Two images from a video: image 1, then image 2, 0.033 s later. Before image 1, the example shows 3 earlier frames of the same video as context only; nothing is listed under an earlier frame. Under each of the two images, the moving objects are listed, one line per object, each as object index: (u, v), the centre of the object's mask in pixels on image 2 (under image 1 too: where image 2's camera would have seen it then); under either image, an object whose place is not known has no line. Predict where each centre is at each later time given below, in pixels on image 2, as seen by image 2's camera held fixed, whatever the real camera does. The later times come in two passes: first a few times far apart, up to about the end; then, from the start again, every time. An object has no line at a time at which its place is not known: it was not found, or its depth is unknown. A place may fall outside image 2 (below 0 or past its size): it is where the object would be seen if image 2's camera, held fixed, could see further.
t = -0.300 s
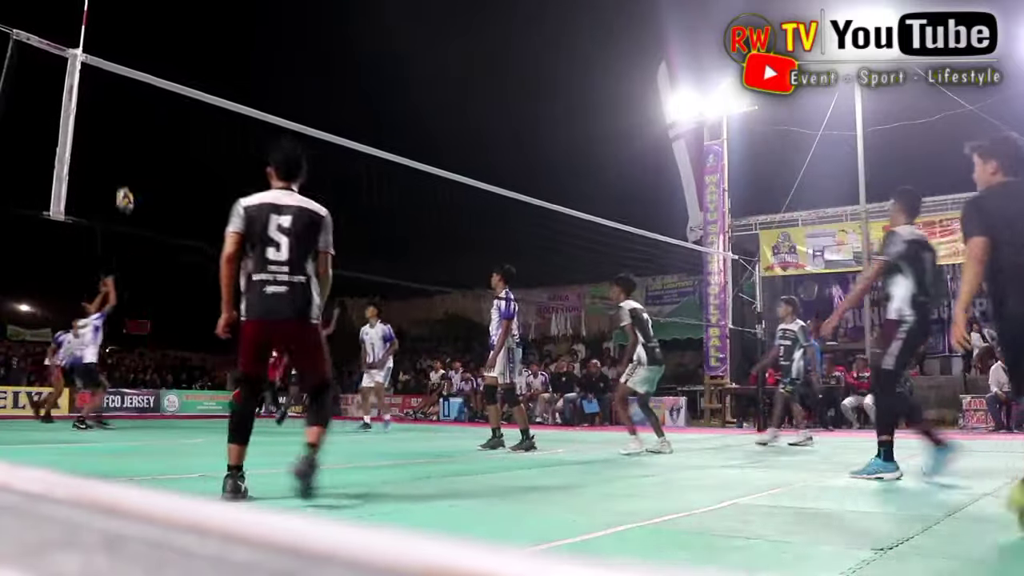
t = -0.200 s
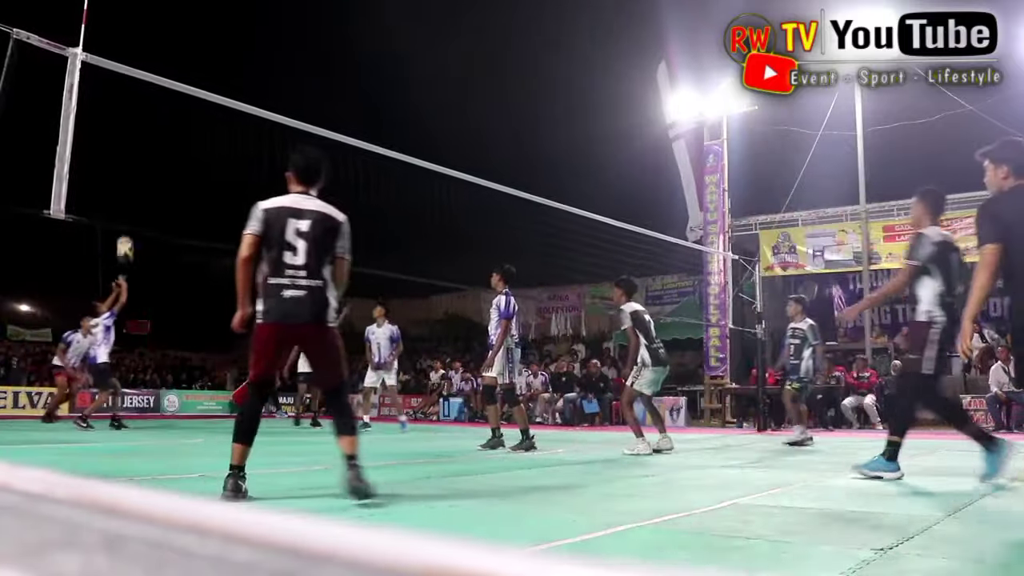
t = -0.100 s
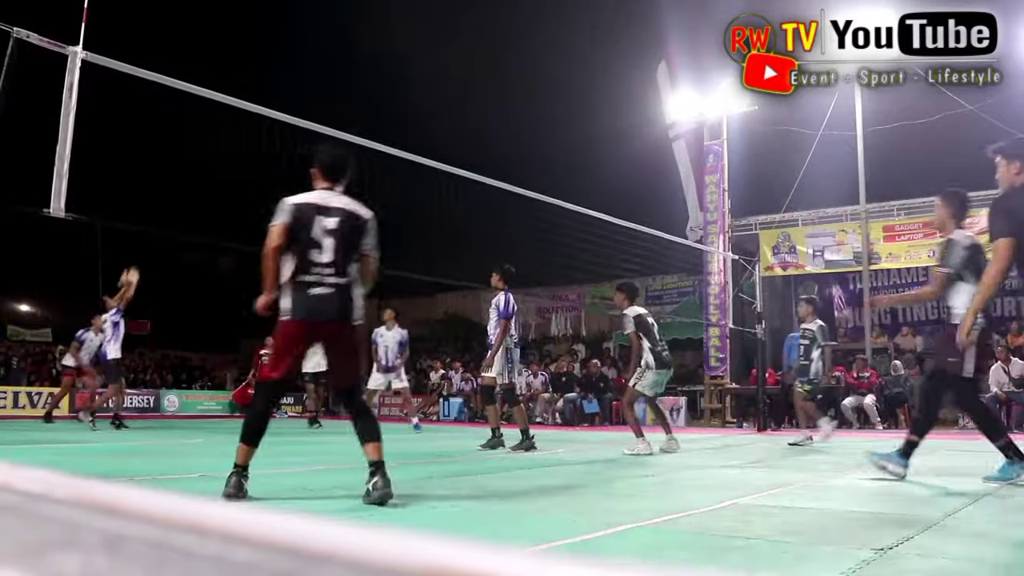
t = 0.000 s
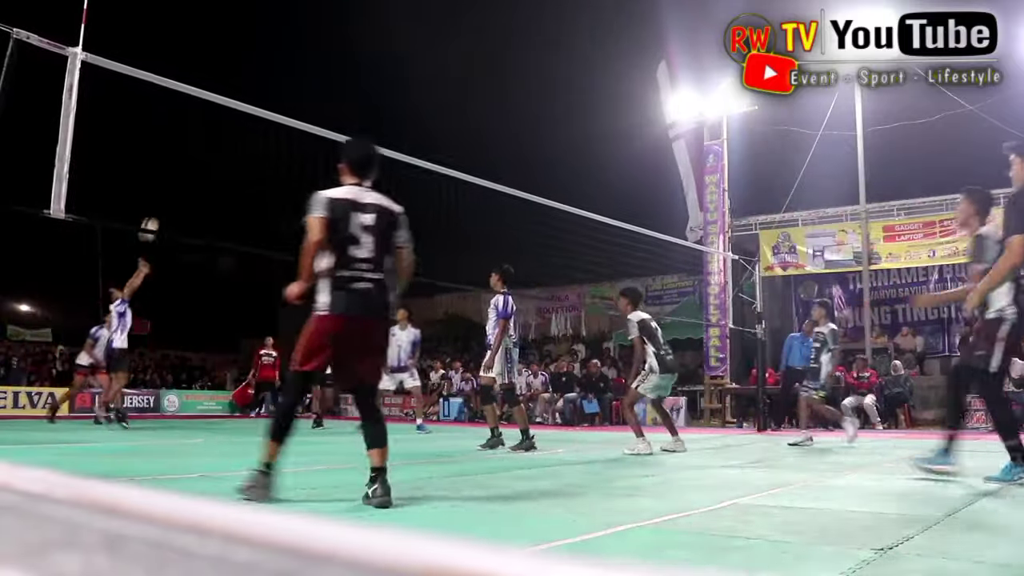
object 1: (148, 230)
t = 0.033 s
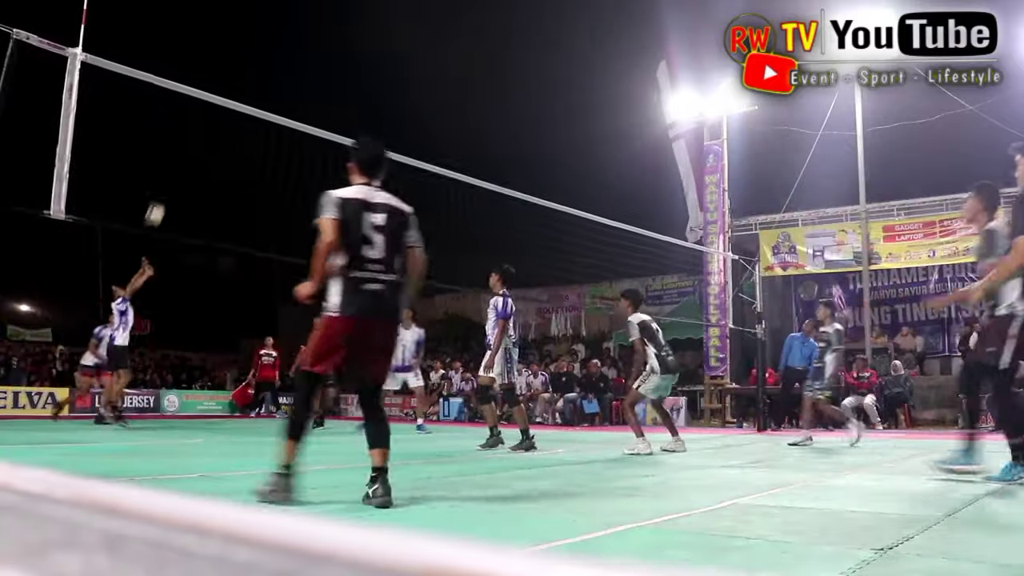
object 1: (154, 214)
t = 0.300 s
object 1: (201, 127)
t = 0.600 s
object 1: (246, 95)
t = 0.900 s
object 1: (285, 131)
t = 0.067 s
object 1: (160, 200)
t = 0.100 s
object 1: (166, 187)
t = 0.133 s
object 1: (172, 175)
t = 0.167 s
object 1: (178, 163)
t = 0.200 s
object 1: (184, 153)
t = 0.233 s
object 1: (189, 143)
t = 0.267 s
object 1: (195, 135)
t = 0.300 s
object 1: (201, 127)
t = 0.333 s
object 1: (206, 120)
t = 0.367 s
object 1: (211, 114)
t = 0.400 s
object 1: (216, 110)
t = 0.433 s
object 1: (219, 108)
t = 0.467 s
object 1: (229, 97)
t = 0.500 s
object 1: (232, 96)
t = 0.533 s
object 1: (237, 95)
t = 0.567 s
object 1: (242, 95)
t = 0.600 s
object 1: (246, 95)
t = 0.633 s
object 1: (251, 95)
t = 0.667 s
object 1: (255, 97)
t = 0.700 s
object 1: (259, 98)
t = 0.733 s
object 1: (264, 101)
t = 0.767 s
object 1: (268, 104)
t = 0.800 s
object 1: (273, 107)
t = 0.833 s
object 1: (277, 111)
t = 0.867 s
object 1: (280, 121)
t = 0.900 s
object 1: (285, 131)
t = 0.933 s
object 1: (289, 137)
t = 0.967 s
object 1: (293, 145)
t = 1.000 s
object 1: (296, 155)
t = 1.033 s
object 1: (299, 166)
